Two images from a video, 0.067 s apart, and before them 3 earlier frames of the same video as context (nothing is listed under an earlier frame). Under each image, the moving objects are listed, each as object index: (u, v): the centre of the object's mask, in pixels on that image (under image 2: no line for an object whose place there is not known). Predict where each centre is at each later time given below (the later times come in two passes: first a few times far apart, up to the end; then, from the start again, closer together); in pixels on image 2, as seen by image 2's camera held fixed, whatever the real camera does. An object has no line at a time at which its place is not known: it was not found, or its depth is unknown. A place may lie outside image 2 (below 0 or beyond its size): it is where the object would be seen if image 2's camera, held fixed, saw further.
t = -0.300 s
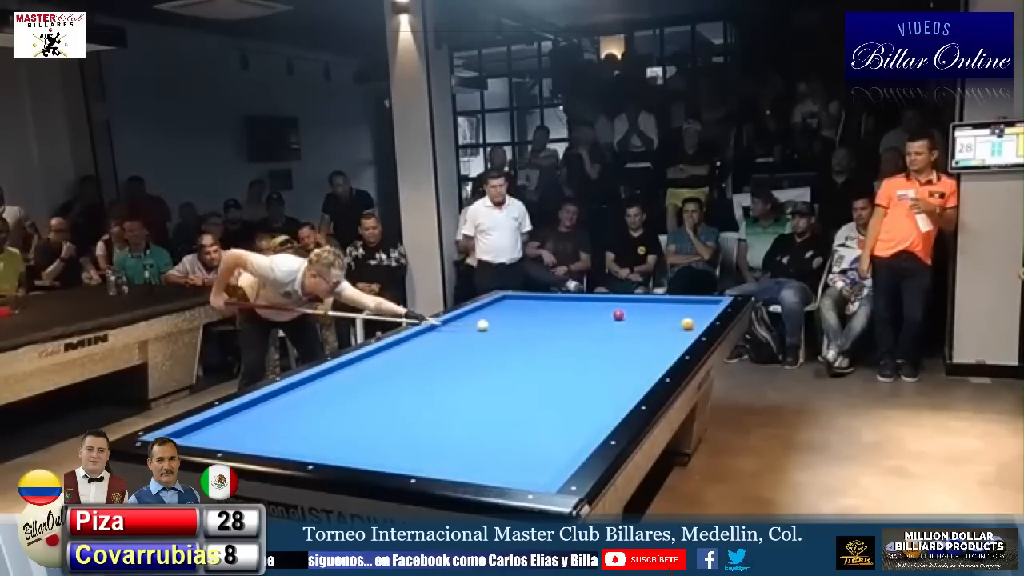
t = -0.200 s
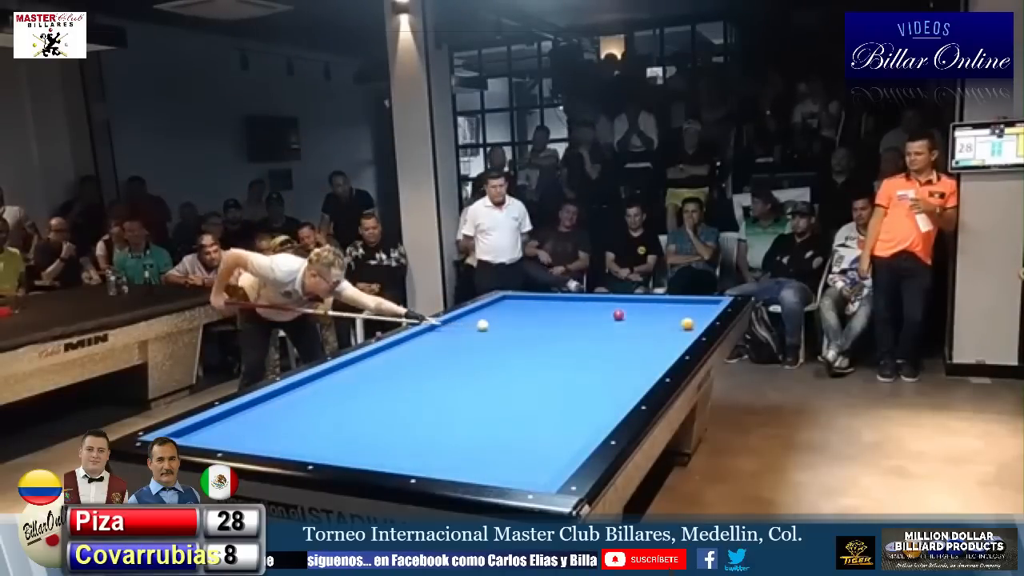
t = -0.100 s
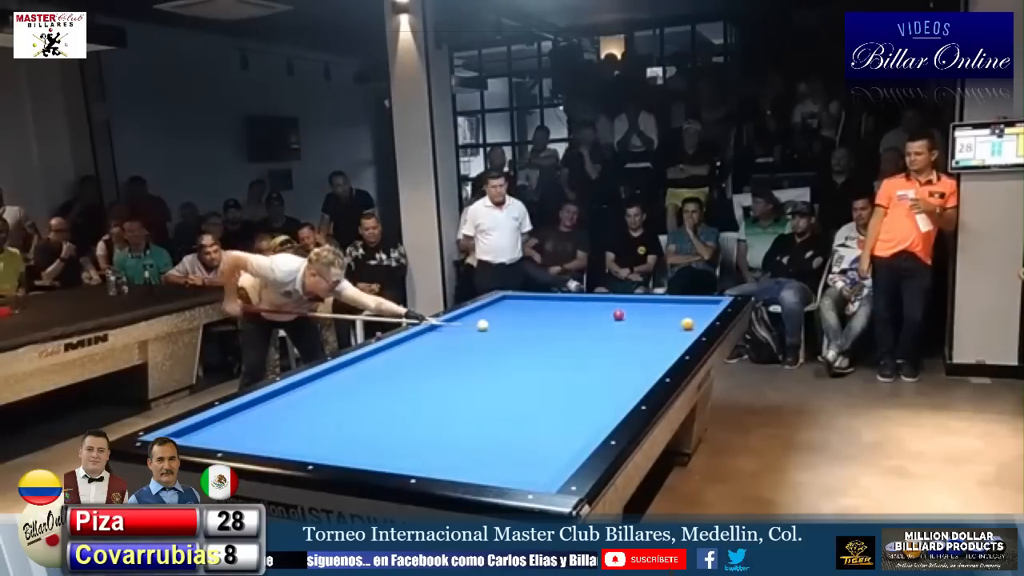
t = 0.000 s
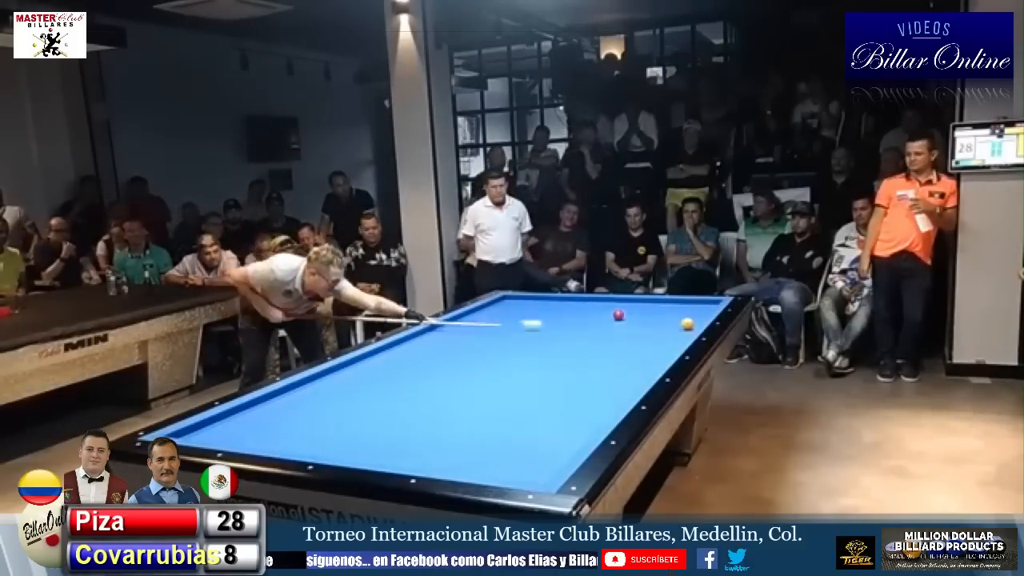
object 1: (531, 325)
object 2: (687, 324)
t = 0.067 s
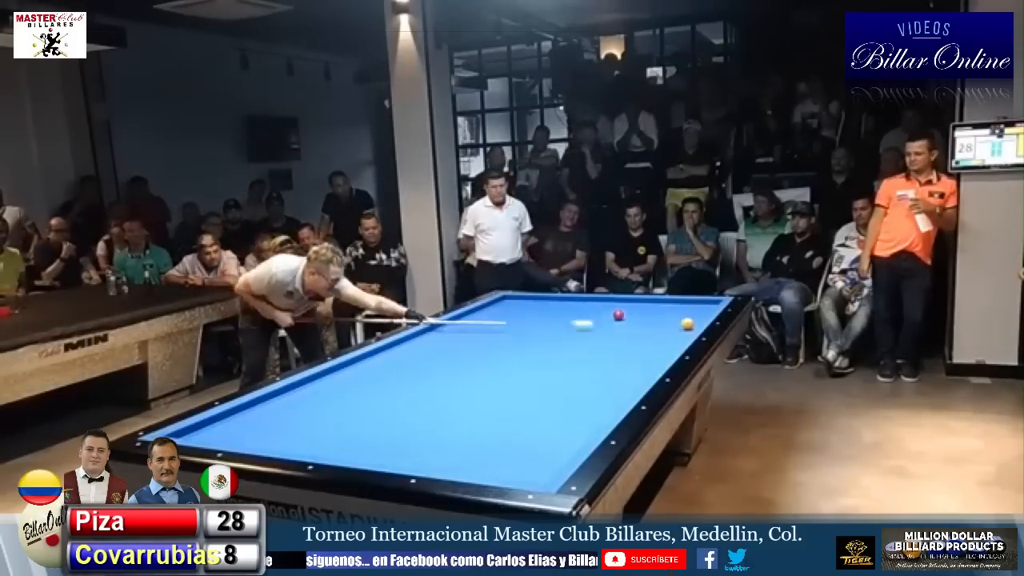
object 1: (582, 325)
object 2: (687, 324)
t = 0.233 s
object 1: (684, 327)
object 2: (691, 320)
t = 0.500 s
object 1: (623, 344)
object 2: (619, 306)
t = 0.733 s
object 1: (567, 358)
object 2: (576, 299)
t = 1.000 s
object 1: (499, 375)
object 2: (516, 300)
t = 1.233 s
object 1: (432, 392)
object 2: (507, 304)
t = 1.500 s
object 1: (344, 414)
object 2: (525, 311)
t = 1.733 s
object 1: (259, 435)
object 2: (542, 319)
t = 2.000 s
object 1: (225, 425)
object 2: (560, 327)
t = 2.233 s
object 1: (254, 411)
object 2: (580, 335)
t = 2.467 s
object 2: (601, 343)
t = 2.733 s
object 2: (627, 355)
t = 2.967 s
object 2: (651, 365)
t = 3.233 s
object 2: (622, 371)
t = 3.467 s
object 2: (598, 376)
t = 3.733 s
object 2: (570, 382)
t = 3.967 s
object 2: (544, 387)
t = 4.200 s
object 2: (519, 393)
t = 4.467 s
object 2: (490, 399)
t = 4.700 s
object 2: (464, 405)
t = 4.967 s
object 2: (435, 411)
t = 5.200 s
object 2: (409, 418)
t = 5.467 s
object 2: (379, 424)
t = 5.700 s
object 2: (352, 430)
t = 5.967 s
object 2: (323, 436)
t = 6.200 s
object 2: (297, 442)
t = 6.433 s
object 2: (271, 444)
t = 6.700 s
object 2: (264, 442)
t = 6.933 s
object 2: (264, 440)
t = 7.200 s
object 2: (263, 435)
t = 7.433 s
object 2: (263, 431)
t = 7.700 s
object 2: (263, 427)
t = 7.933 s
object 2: (263, 424)
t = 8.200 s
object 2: (263, 421)
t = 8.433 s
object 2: (263, 418)
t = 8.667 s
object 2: (263, 416)
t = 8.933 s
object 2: (263, 414)
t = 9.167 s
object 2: (263, 412)
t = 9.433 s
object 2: (263, 411)
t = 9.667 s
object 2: (263, 409)
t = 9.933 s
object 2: (263, 408)
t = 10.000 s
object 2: (263, 407)
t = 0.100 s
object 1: (607, 325)
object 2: (687, 324)
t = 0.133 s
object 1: (634, 325)
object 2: (687, 324)
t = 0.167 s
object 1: (659, 324)
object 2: (687, 324)
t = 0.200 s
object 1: (680, 325)
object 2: (696, 322)
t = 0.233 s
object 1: (684, 327)
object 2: (691, 320)
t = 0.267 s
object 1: (686, 330)
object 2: (678, 318)
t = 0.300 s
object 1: (677, 332)
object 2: (669, 317)
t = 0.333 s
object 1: (668, 334)
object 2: (659, 315)
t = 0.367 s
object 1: (658, 336)
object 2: (649, 313)
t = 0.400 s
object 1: (649, 339)
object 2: (642, 312)
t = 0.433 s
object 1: (640, 340)
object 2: (633, 310)
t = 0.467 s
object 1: (631, 342)
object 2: (626, 309)
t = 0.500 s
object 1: (623, 344)
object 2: (619, 306)
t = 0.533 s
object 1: (615, 346)
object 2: (612, 305)
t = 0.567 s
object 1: (606, 348)
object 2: (605, 304)
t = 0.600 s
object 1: (599, 350)
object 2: (599, 303)
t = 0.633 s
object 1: (591, 352)
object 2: (593, 302)
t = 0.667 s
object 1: (584, 354)
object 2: (587, 301)
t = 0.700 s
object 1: (576, 356)
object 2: (581, 300)
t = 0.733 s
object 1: (567, 358)
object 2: (576, 299)
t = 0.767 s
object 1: (560, 360)
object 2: (570, 298)
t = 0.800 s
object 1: (551, 362)
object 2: (562, 298)
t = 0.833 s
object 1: (543, 364)
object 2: (555, 298)
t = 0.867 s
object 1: (534, 366)
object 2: (547, 299)
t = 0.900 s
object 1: (525, 369)
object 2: (539, 299)
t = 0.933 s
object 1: (516, 371)
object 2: (531, 299)
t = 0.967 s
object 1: (507, 373)
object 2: (523, 299)
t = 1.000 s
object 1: (499, 375)
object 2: (516, 300)
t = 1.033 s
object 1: (490, 378)
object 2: (508, 300)
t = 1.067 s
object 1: (481, 380)
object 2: (500, 301)
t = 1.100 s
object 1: (471, 382)
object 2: (494, 301)
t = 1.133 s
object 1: (461, 385)
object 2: (497, 301)
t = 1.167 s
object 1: (452, 387)
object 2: (501, 303)
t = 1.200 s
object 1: (442, 390)
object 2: (504, 304)
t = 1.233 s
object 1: (432, 392)
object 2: (507, 304)
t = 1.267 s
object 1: (422, 395)
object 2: (509, 305)
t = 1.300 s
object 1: (412, 398)
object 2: (512, 306)
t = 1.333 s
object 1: (400, 401)
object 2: (515, 307)
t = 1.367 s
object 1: (389, 403)
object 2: (517, 307)
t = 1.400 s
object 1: (379, 406)
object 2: (519, 308)
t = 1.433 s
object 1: (367, 409)
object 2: (521, 309)
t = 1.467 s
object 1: (356, 412)
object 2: (523, 310)
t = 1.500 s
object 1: (344, 414)
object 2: (525, 311)
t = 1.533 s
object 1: (333, 417)
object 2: (527, 313)
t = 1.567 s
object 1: (321, 421)
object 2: (530, 313)
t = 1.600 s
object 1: (308, 423)
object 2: (532, 315)
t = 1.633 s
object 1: (296, 426)
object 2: (534, 315)
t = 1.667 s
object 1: (285, 429)
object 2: (536, 317)
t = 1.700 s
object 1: (271, 432)
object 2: (539, 317)
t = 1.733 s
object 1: (259, 435)
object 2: (542, 319)
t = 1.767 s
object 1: (246, 437)
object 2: (544, 320)
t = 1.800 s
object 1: (233, 439)
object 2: (546, 320)
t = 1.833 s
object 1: (226, 439)
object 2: (548, 321)
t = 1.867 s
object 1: (226, 436)
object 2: (550, 322)
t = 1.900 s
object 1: (226, 433)
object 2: (553, 323)
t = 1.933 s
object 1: (225, 431)
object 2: (556, 325)
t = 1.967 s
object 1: (225, 428)
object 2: (558, 326)
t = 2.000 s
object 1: (225, 425)
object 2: (560, 327)
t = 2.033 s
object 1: (223, 421)
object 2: (563, 328)
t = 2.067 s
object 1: (222, 419)
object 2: (566, 329)
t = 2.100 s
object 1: (221, 417)
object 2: (569, 330)
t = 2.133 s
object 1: (230, 415)
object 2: (571, 331)
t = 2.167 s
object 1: (238, 414)
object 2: (573, 332)
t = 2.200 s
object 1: (246, 412)
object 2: (577, 334)
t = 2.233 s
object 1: (254, 411)
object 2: (580, 335)
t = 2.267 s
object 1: (262, 409)
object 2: (582, 336)
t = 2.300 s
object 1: (269, 408)
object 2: (585, 337)
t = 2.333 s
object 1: (276, 406)
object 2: (588, 339)
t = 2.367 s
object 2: (591, 340)
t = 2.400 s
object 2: (594, 341)
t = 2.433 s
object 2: (598, 342)
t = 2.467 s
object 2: (601, 343)
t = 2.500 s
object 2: (603, 345)
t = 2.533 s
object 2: (607, 346)
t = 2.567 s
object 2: (610, 348)
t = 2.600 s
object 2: (613, 349)
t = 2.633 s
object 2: (617, 350)
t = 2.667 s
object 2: (620, 352)
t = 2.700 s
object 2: (623, 353)
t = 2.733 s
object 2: (627, 355)
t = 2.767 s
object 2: (631, 356)
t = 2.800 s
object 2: (634, 358)
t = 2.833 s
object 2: (637, 359)
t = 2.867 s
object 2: (641, 361)
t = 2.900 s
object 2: (645, 362)
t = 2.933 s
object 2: (648, 364)
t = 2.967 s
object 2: (651, 365)
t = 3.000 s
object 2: (649, 366)
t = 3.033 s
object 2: (645, 367)
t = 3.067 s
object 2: (641, 367)
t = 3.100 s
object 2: (636, 368)
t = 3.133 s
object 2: (633, 369)
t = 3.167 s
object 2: (629, 370)
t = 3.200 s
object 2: (626, 370)
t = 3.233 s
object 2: (622, 371)
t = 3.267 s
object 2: (619, 372)
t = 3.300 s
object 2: (616, 373)
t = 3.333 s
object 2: (612, 374)
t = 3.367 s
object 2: (609, 374)
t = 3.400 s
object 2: (605, 375)
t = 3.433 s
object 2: (602, 376)
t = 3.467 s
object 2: (598, 376)
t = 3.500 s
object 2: (594, 377)
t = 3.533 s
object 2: (591, 378)
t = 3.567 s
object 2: (587, 379)
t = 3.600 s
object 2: (584, 379)
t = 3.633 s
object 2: (580, 380)
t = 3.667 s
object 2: (577, 381)
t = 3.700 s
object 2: (573, 382)
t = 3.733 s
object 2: (570, 382)
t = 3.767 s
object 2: (566, 383)
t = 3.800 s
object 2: (563, 384)
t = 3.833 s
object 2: (558, 385)
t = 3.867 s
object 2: (555, 385)
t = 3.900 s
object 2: (552, 386)
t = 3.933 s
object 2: (548, 387)
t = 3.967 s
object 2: (544, 387)
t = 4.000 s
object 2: (541, 388)
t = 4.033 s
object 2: (537, 389)
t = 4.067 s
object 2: (533, 390)
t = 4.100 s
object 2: (530, 391)
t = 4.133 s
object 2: (526, 392)
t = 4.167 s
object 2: (522, 392)
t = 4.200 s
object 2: (519, 393)
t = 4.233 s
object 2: (515, 394)
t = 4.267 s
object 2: (511, 394)
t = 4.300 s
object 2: (508, 395)
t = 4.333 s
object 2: (504, 396)
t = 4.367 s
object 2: (501, 397)
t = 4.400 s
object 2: (497, 398)
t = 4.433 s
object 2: (493, 398)
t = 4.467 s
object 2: (490, 399)
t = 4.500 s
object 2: (486, 400)
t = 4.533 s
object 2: (483, 401)
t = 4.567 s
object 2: (479, 402)
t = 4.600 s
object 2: (475, 403)
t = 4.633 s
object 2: (472, 404)
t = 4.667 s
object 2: (468, 404)
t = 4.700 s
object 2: (464, 405)
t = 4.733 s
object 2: (461, 406)
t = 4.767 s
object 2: (457, 407)
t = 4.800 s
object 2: (453, 407)
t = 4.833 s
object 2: (449, 408)
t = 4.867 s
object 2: (446, 409)
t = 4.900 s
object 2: (442, 410)
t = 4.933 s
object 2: (439, 411)
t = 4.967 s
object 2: (435, 411)
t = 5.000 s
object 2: (431, 413)
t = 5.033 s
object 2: (428, 413)
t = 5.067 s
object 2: (424, 414)
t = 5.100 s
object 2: (420, 415)
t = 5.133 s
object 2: (416, 416)
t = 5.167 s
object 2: (412, 417)
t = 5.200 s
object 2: (409, 418)
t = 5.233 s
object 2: (405, 419)
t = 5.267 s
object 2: (401, 419)
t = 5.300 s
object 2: (398, 420)
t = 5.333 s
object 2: (394, 421)
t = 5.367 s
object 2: (390, 421)
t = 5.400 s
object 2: (386, 422)
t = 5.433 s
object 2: (382, 423)
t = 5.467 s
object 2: (379, 424)
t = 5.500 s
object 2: (375, 425)
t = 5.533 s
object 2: (371, 426)
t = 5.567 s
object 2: (368, 426)
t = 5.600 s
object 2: (364, 427)
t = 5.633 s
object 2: (360, 428)
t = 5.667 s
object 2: (356, 429)
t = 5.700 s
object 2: (352, 430)
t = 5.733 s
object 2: (349, 431)
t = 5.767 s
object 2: (345, 431)
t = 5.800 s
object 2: (342, 432)
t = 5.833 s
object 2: (338, 433)
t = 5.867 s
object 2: (334, 433)
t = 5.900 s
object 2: (331, 434)
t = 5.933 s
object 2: (326, 435)
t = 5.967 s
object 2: (323, 436)
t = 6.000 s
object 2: (319, 437)
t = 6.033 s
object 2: (315, 438)
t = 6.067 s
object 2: (311, 438)
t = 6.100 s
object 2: (308, 439)
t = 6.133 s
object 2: (304, 440)
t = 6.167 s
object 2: (300, 441)
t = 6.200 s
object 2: (297, 442)
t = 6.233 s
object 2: (293, 442)
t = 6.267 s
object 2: (289, 443)
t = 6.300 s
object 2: (285, 443)
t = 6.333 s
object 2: (282, 444)
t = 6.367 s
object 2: (278, 444)
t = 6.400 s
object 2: (274, 444)
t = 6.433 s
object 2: (271, 444)
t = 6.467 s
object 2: (267, 444)
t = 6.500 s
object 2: (264, 444)
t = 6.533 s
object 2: (264, 444)
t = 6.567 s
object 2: (264, 444)
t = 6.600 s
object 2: (264, 443)
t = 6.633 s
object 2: (264, 443)
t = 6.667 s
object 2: (264, 443)
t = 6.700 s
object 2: (264, 442)
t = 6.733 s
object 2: (264, 442)
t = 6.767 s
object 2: (264, 442)
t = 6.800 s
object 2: (264, 441)
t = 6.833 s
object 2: (264, 441)
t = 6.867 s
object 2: (264, 441)
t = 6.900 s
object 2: (264, 440)
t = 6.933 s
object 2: (264, 440)
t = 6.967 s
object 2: (264, 440)
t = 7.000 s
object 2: (263, 438)
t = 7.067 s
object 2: (263, 438)
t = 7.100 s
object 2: (263, 437)
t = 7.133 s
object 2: (263, 436)
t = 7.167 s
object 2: (263, 436)
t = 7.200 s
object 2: (263, 435)
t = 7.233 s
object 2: (263, 435)
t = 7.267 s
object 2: (263, 434)
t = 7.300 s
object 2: (263, 433)
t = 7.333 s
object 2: (263, 433)
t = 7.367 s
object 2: (263, 432)
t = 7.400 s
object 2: (263, 432)
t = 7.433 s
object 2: (263, 431)
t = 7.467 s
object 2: (263, 431)
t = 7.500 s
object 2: (263, 430)
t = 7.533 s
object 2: (263, 430)
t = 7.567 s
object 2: (263, 430)
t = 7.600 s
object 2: (263, 429)
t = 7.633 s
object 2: (263, 428)
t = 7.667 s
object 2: (263, 428)
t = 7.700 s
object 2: (263, 427)
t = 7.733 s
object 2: (263, 427)
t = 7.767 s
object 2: (263, 426)
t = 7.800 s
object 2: (263, 426)
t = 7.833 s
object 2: (263, 425)
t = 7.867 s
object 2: (263, 425)
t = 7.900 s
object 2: (263, 425)
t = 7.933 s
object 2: (263, 424)
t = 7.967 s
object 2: (263, 424)
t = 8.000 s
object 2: (263, 423)
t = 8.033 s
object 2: (263, 423)
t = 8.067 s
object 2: (263, 422)
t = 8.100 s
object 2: (263, 422)
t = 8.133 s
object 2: (263, 422)
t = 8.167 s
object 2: (263, 421)
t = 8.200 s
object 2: (263, 421)
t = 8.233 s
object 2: (263, 420)
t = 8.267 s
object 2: (263, 420)
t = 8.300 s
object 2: (263, 420)
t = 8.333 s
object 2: (263, 419)
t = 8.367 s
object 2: (263, 419)
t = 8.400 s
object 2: (263, 418)
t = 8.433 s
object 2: (263, 418)
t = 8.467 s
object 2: (263, 418)
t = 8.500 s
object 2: (264, 417)
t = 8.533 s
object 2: (263, 417)
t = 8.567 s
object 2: (263, 417)
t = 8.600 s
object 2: (264, 417)
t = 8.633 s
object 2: (263, 417)
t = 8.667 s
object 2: (263, 416)
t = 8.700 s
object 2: (264, 416)
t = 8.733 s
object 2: (263, 416)
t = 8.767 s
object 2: (263, 416)
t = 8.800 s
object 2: (263, 415)
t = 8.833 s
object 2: (263, 415)
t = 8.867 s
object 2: (263, 415)
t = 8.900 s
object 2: (263, 415)
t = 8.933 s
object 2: (263, 414)
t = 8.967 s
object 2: (263, 414)
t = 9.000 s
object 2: (263, 413)
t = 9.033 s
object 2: (263, 413)
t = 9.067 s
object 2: (263, 413)
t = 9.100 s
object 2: (263, 413)
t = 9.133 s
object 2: (263, 412)
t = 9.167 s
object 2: (263, 412)
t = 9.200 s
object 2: (263, 412)
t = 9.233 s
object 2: (263, 412)
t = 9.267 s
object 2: (263, 412)
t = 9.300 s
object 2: (263, 412)
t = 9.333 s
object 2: (263, 411)
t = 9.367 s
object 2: (263, 411)
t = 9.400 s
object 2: (263, 411)
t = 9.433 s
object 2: (263, 411)
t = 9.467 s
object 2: (263, 410)
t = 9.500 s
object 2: (263, 410)
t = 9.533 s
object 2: (263, 410)
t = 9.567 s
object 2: (263, 410)
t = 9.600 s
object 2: (263, 410)
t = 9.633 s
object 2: (263, 409)
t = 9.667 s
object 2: (263, 409)
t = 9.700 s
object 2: (263, 409)
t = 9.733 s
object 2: (263, 409)
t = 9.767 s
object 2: (263, 408)
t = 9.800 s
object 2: (263, 408)
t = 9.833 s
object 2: (263, 408)
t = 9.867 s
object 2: (263, 408)
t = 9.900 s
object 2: (263, 408)
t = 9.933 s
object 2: (263, 408)
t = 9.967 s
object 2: (263, 407)
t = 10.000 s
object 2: (263, 407)
